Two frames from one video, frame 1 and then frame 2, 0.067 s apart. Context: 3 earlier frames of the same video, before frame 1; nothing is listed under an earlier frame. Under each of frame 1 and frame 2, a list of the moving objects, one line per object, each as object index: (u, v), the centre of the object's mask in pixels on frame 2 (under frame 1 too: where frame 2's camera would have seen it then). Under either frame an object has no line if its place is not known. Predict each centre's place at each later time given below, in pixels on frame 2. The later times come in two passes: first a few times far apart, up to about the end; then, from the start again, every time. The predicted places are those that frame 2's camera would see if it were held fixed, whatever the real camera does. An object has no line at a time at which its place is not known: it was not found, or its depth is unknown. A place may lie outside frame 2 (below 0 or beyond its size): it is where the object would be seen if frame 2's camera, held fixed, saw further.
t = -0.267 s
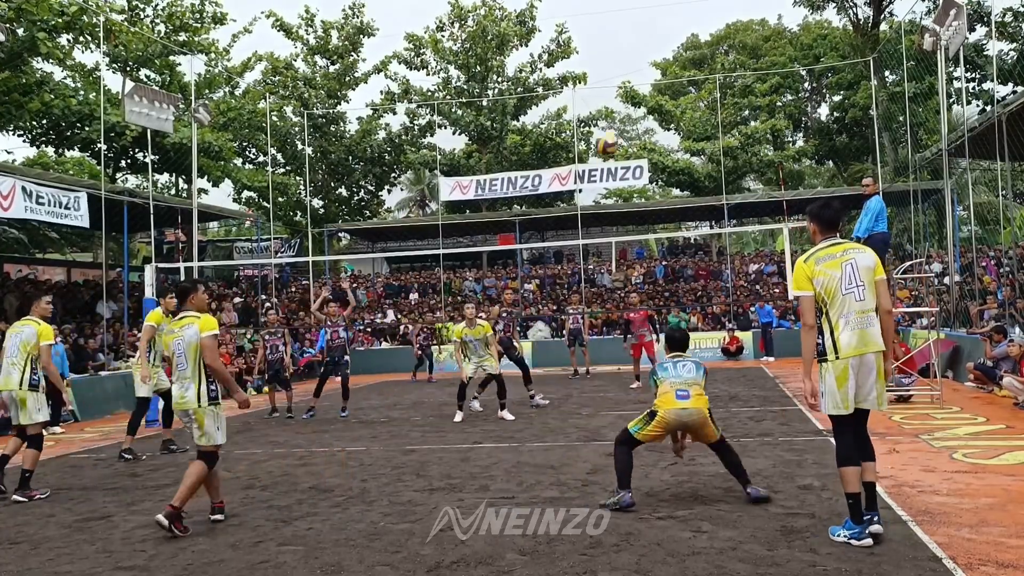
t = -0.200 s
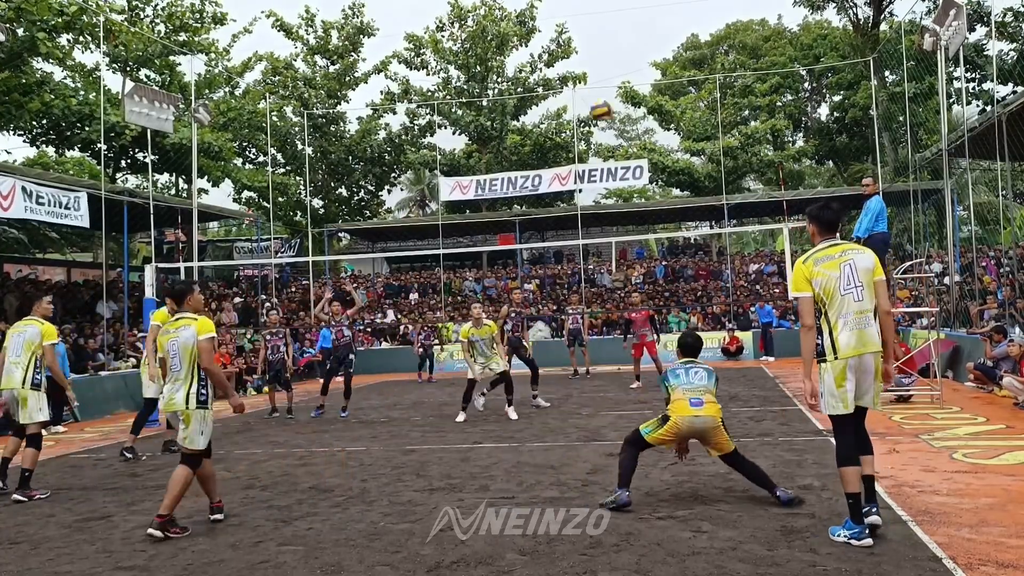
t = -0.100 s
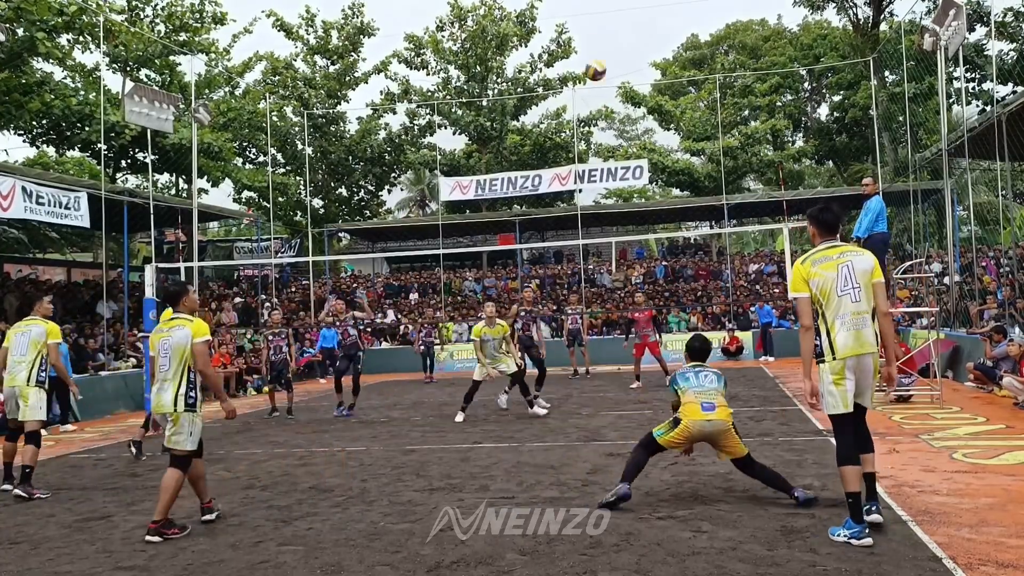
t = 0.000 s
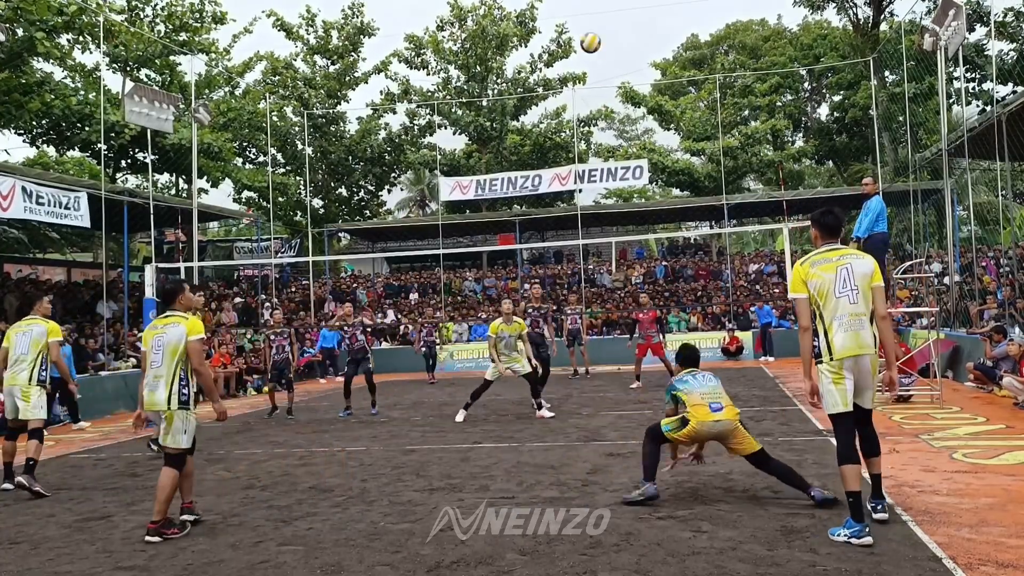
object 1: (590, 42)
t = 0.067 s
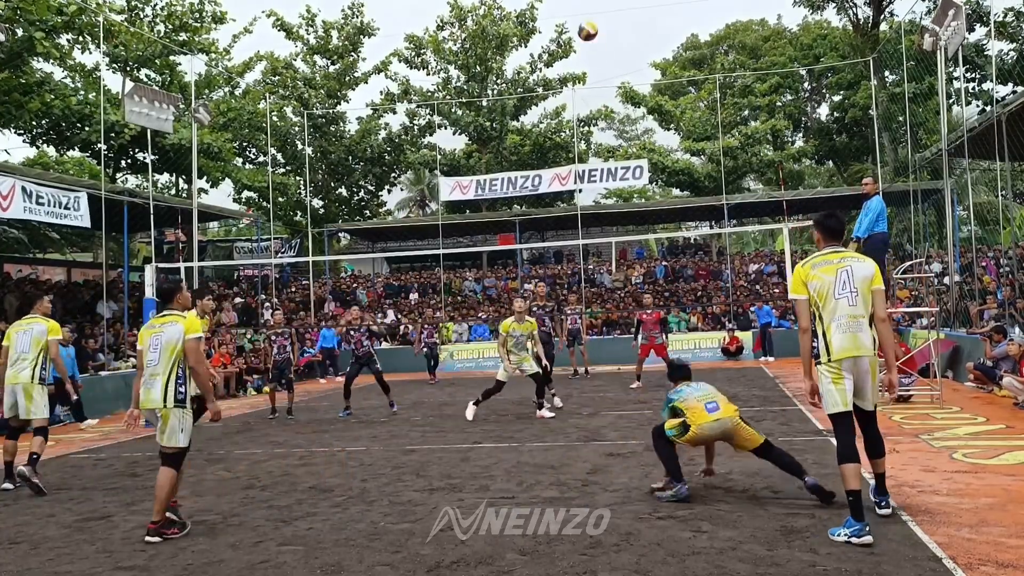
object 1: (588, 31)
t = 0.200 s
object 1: (583, 20)
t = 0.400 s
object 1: (579, 33)
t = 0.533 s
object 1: (577, 59)
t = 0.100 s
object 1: (586, 26)
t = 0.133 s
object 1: (585, 23)
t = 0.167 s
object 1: (584, 21)
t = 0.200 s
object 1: (583, 20)
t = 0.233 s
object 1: (582, 20)
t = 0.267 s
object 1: (581, 20)
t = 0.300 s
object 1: (581, 22)
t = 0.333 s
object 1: (580, 25)
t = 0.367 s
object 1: (579, 29)
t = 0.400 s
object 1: (579, 33)
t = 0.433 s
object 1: (579, 39)
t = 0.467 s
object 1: (578, 44)
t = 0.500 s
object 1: (578, 51)
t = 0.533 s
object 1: (577, 59)
